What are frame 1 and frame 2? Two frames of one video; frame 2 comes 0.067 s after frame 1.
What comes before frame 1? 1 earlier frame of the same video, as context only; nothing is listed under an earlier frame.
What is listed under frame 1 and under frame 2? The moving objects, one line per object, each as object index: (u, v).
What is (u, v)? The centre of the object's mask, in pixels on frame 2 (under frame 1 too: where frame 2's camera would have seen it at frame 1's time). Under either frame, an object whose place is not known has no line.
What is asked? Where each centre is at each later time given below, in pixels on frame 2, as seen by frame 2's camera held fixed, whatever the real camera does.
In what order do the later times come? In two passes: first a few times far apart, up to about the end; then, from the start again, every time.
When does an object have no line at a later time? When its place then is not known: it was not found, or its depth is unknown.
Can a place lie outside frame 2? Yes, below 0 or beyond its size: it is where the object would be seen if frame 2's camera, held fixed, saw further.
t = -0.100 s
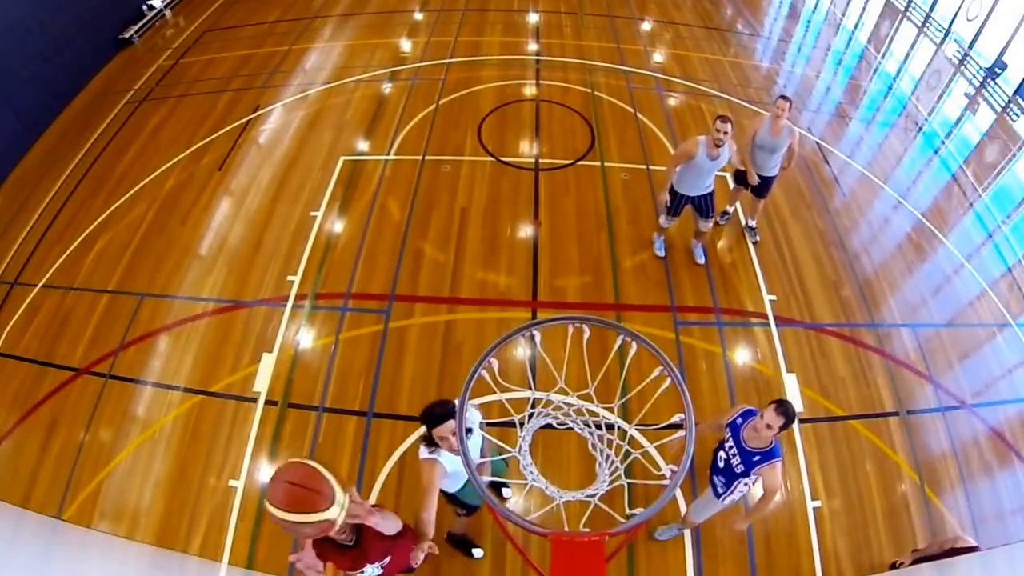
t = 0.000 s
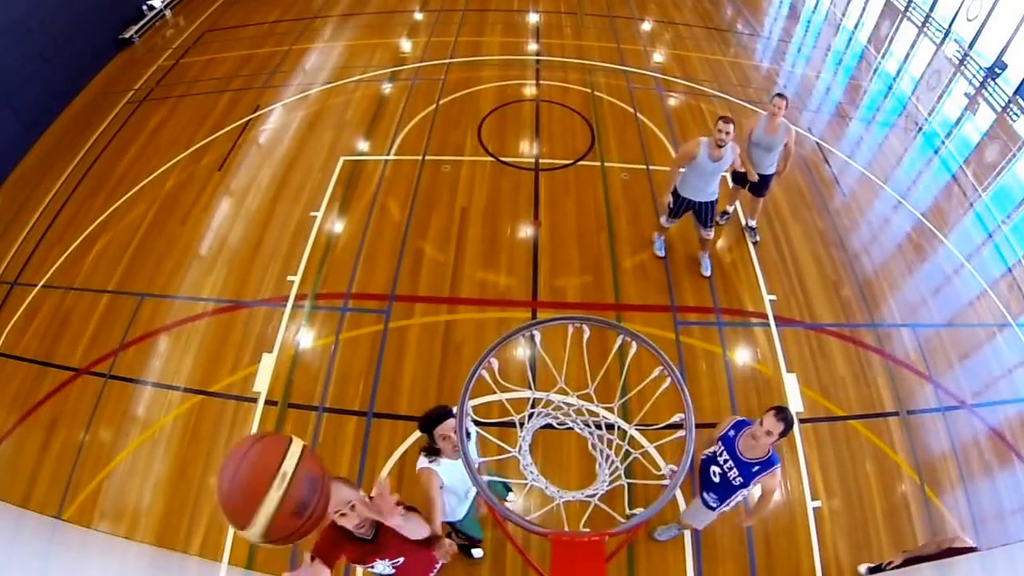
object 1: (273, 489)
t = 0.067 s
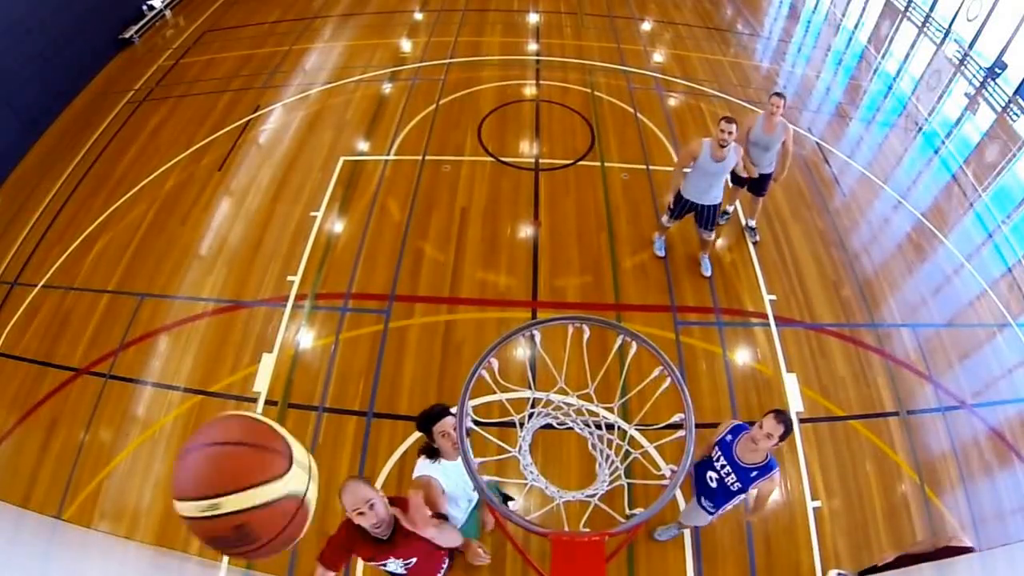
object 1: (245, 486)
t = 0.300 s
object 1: (336, 399)
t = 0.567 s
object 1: (617, 413)
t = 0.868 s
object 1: (539, 442)
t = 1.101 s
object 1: (591, 468)
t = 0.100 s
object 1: (231, 486)
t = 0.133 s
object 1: (228, 478)
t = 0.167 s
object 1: (236, 462)
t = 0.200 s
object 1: (250, 444)
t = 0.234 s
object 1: (271, 427)
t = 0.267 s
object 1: (300, 413)
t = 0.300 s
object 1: (336, 399)
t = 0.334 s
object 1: (379, 388)
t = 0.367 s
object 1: (424, 382)
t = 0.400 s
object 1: (469, 380)
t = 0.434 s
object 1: (510, 382)
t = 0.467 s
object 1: (547, 388)
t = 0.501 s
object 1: (576, 395)
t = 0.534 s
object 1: (596, 402)
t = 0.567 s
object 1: (617, 413)
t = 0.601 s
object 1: (630, 424)
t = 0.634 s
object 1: (638, 434)
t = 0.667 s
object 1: (624, 426)
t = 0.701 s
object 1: (609, 415)
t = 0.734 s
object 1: (578, 396)
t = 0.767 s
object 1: (552, 382)
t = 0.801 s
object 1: (543, 400)
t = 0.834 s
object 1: (541, 423)
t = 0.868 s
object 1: (539, 442)
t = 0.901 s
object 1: (539, 456)
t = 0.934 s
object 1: (546, 471)
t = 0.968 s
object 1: (557, 478)
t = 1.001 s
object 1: (568, 480)
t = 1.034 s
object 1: (579, 479)
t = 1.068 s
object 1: (586, 473)
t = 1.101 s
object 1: (591, 468)
